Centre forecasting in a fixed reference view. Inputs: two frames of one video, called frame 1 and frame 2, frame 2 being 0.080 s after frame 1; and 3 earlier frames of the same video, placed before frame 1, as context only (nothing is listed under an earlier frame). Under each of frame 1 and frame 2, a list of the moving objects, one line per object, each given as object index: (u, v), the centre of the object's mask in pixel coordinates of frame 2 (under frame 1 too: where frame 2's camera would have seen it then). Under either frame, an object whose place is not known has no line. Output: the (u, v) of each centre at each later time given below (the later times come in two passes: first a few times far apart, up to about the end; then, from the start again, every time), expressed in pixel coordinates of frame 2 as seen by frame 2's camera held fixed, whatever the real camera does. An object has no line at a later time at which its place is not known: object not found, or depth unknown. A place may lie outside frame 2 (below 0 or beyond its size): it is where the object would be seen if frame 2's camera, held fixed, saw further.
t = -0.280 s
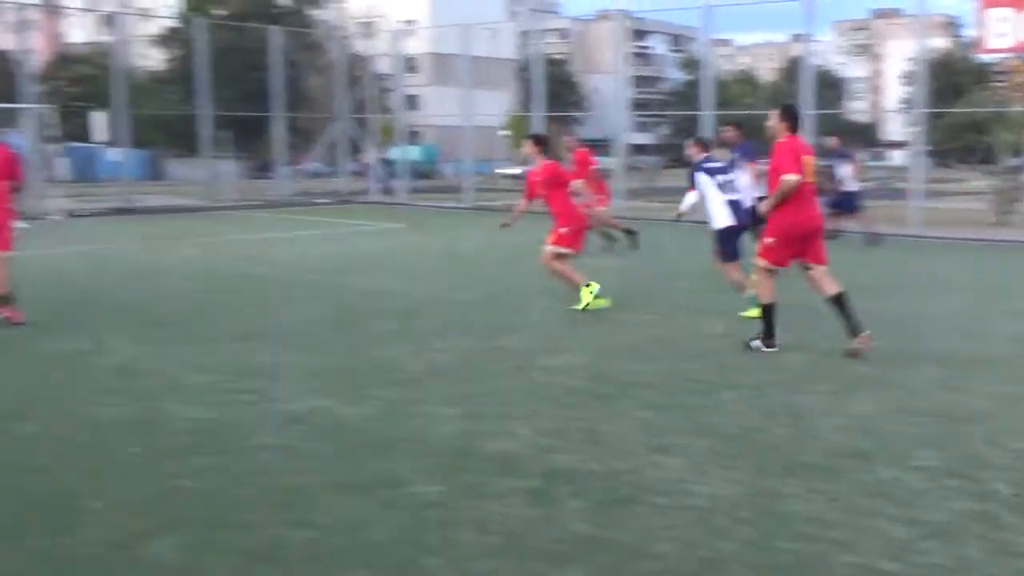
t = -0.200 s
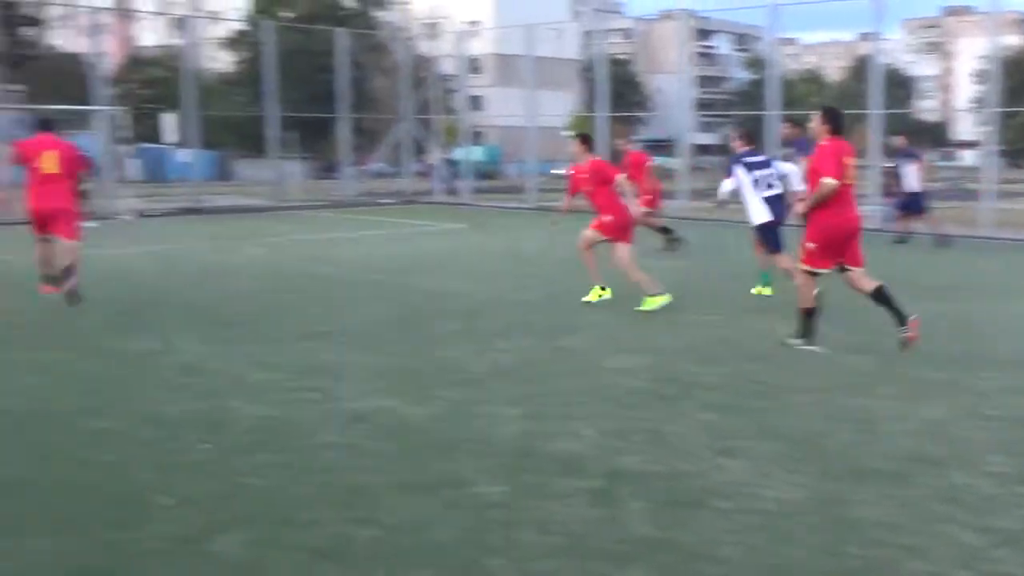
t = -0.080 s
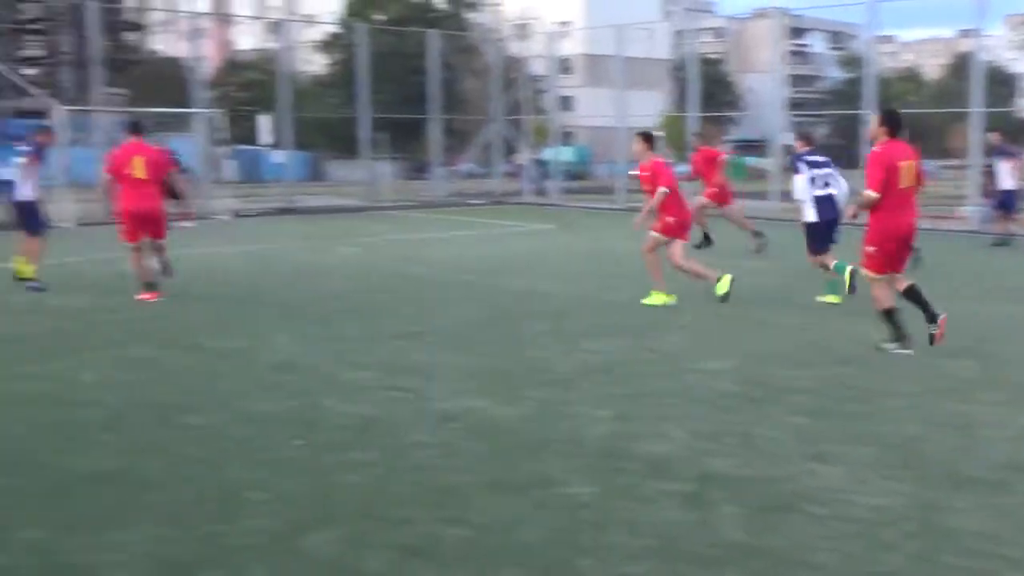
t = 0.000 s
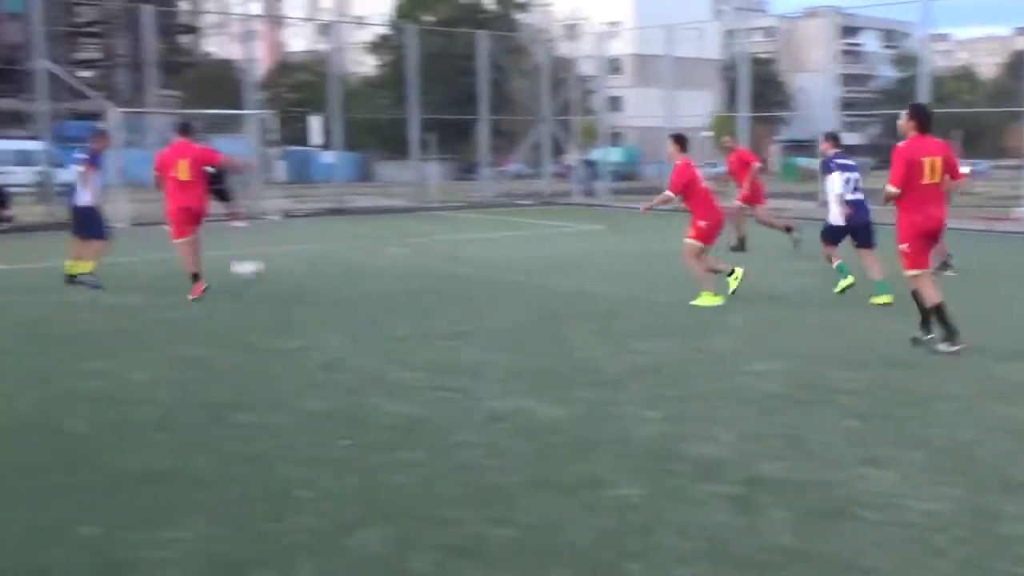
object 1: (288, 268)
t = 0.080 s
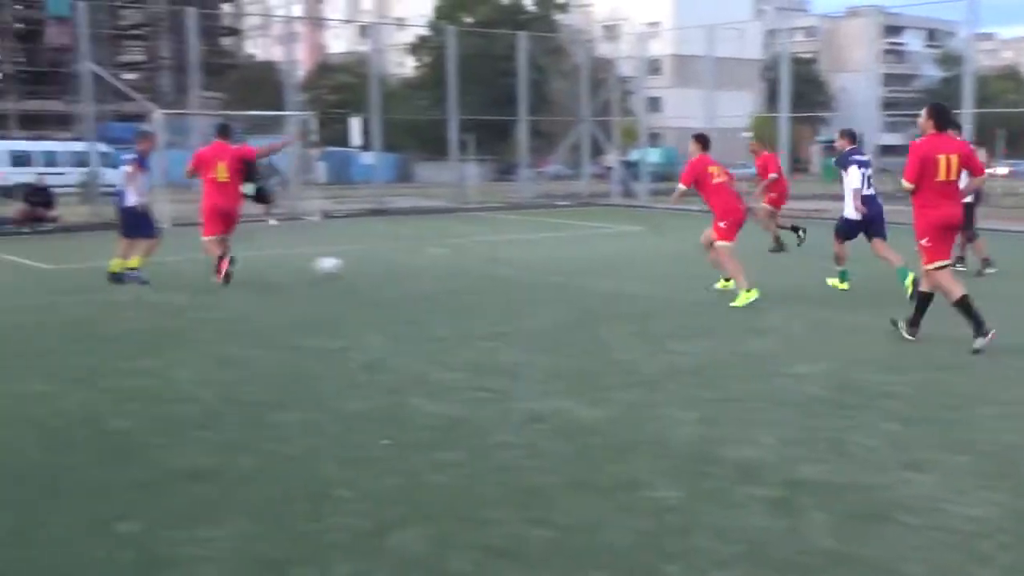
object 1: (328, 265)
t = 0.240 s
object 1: (399, 263)
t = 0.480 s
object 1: (480, 259)
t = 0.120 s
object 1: (347, 265)
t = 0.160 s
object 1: (368, 267)
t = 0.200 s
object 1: (383, 265)
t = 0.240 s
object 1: (399, 263)
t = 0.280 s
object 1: (413, 261)
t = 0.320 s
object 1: (428, 262)
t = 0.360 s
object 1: (444, 263)
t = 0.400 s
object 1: (455, 262)
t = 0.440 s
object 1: (468, 259)
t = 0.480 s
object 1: (480, 259)
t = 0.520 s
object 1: (491, 261)
